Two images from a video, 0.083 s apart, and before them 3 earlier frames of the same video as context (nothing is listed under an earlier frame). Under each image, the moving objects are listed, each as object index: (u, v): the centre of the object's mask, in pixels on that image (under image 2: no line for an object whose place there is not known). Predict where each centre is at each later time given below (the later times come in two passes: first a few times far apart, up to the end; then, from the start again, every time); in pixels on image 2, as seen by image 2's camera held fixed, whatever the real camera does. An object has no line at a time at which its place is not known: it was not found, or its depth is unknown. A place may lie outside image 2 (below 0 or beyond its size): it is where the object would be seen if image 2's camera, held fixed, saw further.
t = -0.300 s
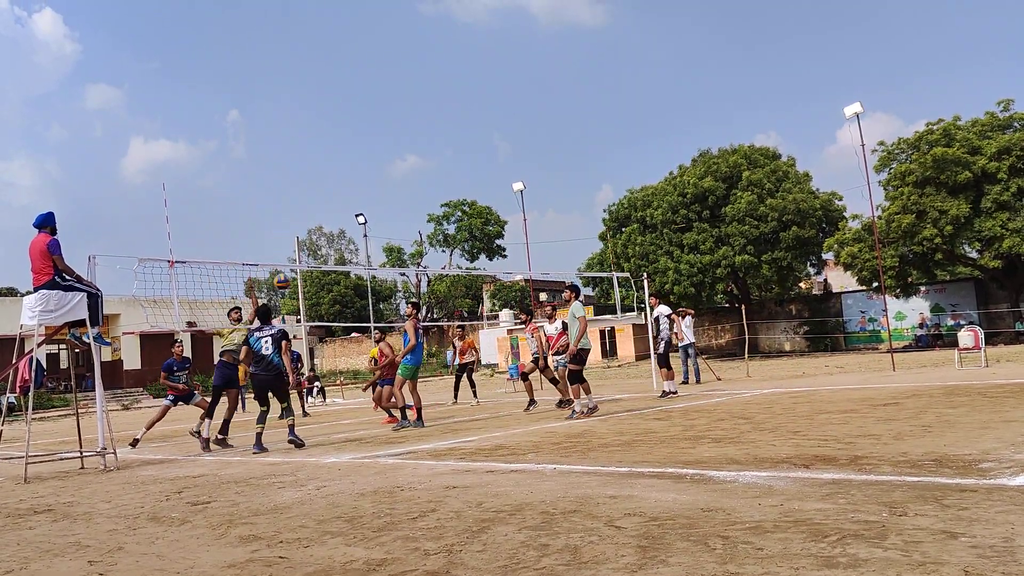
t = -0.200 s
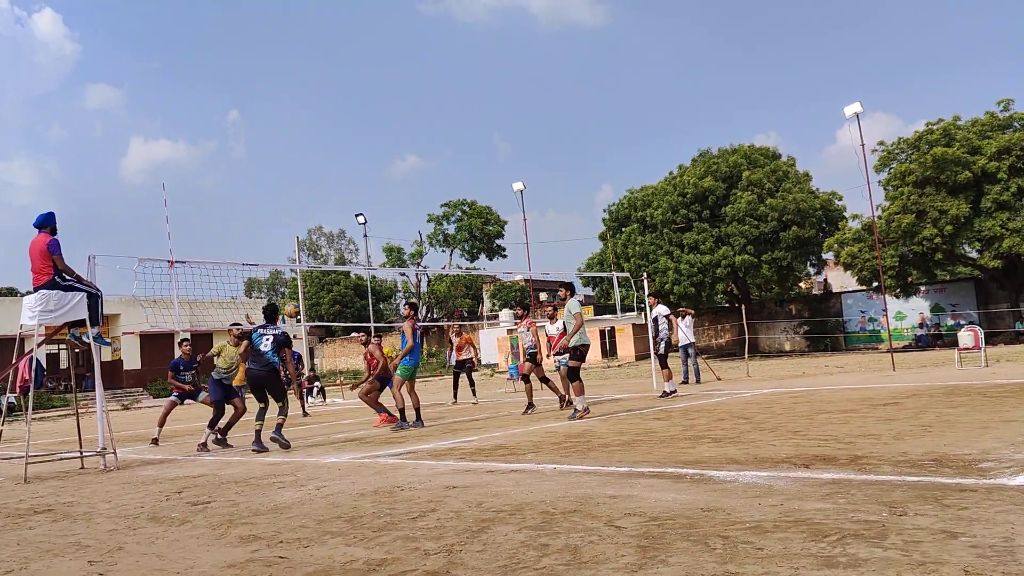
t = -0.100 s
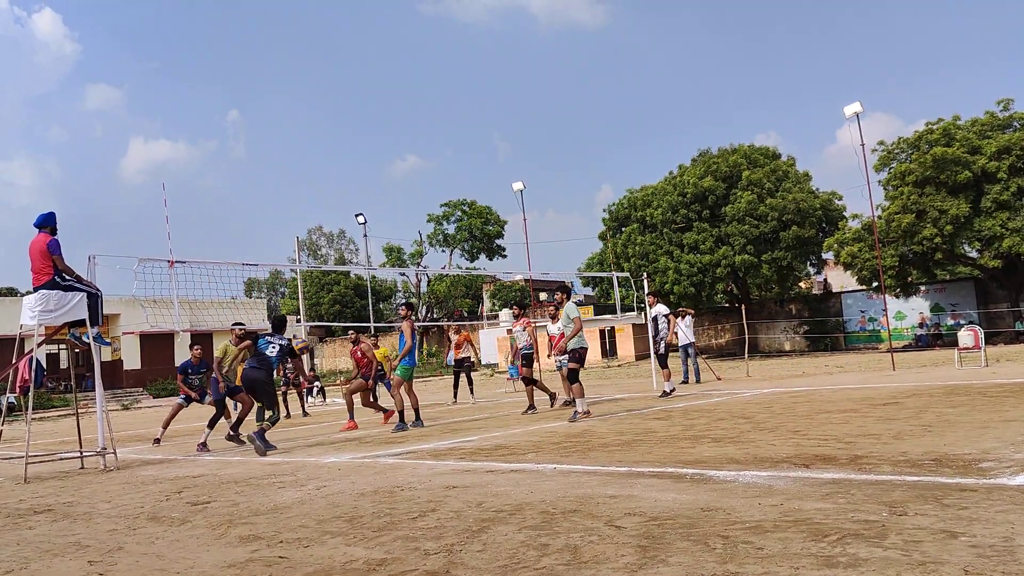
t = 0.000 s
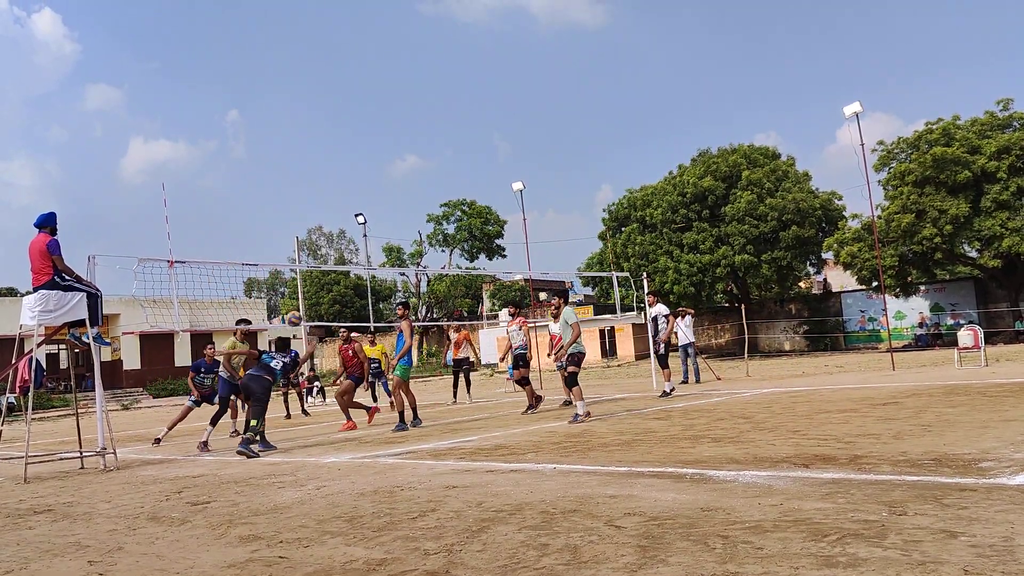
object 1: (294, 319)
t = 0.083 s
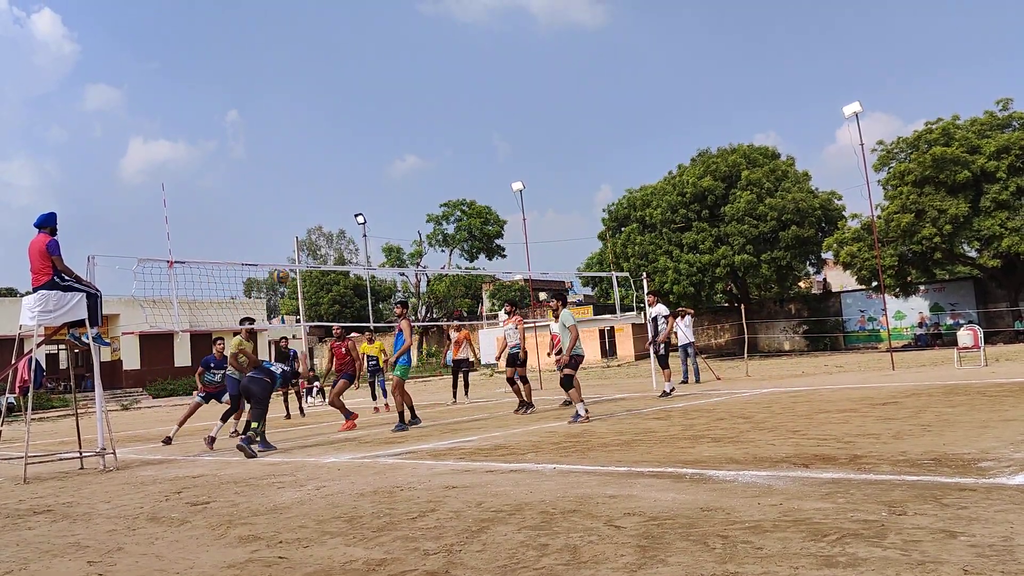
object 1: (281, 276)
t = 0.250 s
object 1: (256, 206)
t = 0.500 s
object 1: (223, 142)
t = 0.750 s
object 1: (193, 122)
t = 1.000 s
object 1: (165, 144)
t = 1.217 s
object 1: (143, 198)
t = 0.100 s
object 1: (278, 268)
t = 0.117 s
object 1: (276, 260)
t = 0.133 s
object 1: (273, 253)
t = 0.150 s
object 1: (271, 245)
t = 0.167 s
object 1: (268, 238)
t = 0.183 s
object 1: (266, 231)
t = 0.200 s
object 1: (263, 225)
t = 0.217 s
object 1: (261, 218)
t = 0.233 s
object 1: (259, 212)
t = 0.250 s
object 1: (256, 206)
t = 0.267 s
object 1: (254, 200)
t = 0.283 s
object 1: (252, 195)
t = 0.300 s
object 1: (249, 190)
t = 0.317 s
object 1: (247, 185)
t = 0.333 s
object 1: (245, 180)
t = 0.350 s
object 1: (243, 175)
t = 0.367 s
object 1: (240, 170)
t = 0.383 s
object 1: (238, 166)
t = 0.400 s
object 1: (236, 162)
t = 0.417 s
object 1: (233, 158)
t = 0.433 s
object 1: (231, 154)
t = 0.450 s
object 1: (229, 151)
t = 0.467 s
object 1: (227, 148)
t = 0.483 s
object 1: (225, 145)
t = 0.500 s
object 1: (223, 142)
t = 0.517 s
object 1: (221, 139)
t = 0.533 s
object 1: (219, 136)
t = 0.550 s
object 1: (217, 134)
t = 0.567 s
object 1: (215, 132)
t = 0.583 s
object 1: (213, 130)
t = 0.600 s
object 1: (210, 128)
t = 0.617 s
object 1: (208, 126)
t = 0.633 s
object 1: (206, 125)
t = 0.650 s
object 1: (204, 124)
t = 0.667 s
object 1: (202, 123)
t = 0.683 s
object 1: (200, 122)
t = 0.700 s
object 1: (198, 122)
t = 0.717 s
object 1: (196, 122)
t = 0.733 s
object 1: (195, 122)
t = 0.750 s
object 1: (193, 122)
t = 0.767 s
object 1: (191, 122)
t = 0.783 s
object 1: (189, 122)
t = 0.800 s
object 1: (187, 123)
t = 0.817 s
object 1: (185, 123)
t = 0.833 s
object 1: (183, 124)
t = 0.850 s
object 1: (181, 125)
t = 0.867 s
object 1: (179, 126)
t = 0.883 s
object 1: (177, 128)
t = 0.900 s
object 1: (175, 130)
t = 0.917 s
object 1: (173, 132)
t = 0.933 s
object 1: (172, 134)
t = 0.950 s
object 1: (170, 136)
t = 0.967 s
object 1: (168, 139)
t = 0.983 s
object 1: (167, 142)
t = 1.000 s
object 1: (165, 144)
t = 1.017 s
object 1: (163, 147)
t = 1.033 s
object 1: (161, 150)
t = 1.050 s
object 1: (159, 153)
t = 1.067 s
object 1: (158, 157)
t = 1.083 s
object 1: (156, 160)
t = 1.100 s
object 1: (154, 164)
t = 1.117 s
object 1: (152, 169)
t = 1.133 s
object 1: (151, 173)
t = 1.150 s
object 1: (149, 178)
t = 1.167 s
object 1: (148, 183)
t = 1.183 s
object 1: (146, 188)
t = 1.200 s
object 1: (144, 193)
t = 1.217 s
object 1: (143, 198)
